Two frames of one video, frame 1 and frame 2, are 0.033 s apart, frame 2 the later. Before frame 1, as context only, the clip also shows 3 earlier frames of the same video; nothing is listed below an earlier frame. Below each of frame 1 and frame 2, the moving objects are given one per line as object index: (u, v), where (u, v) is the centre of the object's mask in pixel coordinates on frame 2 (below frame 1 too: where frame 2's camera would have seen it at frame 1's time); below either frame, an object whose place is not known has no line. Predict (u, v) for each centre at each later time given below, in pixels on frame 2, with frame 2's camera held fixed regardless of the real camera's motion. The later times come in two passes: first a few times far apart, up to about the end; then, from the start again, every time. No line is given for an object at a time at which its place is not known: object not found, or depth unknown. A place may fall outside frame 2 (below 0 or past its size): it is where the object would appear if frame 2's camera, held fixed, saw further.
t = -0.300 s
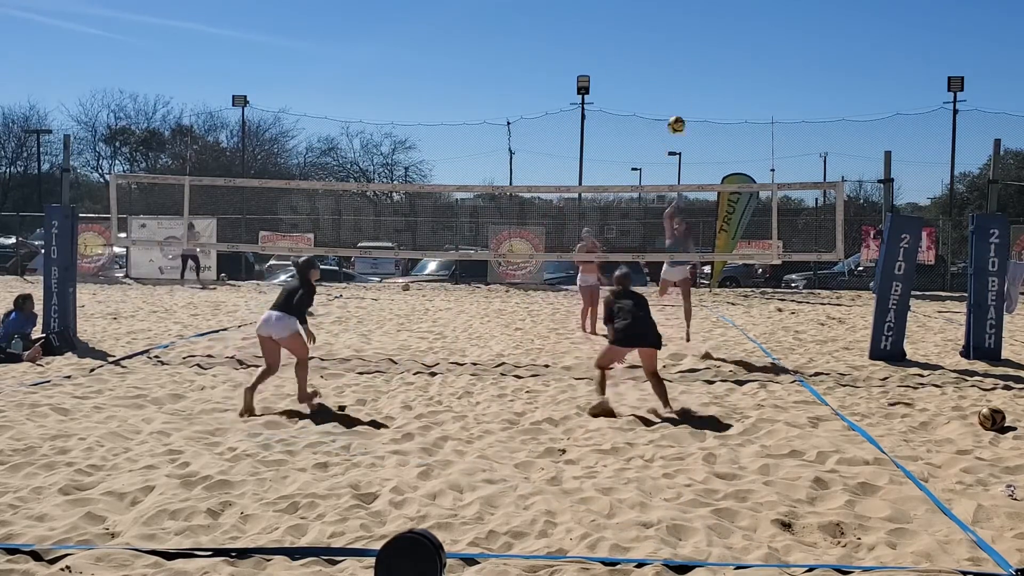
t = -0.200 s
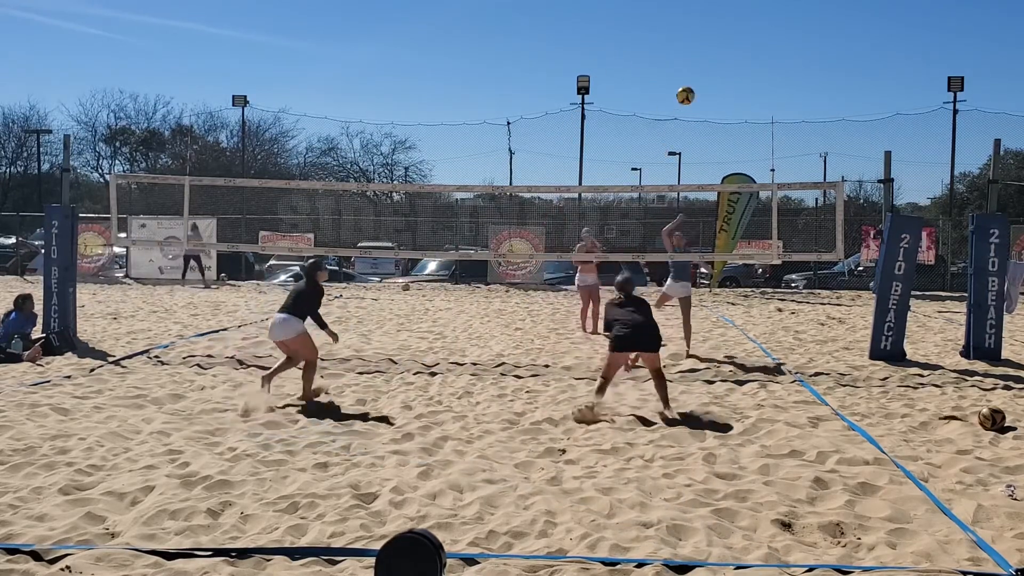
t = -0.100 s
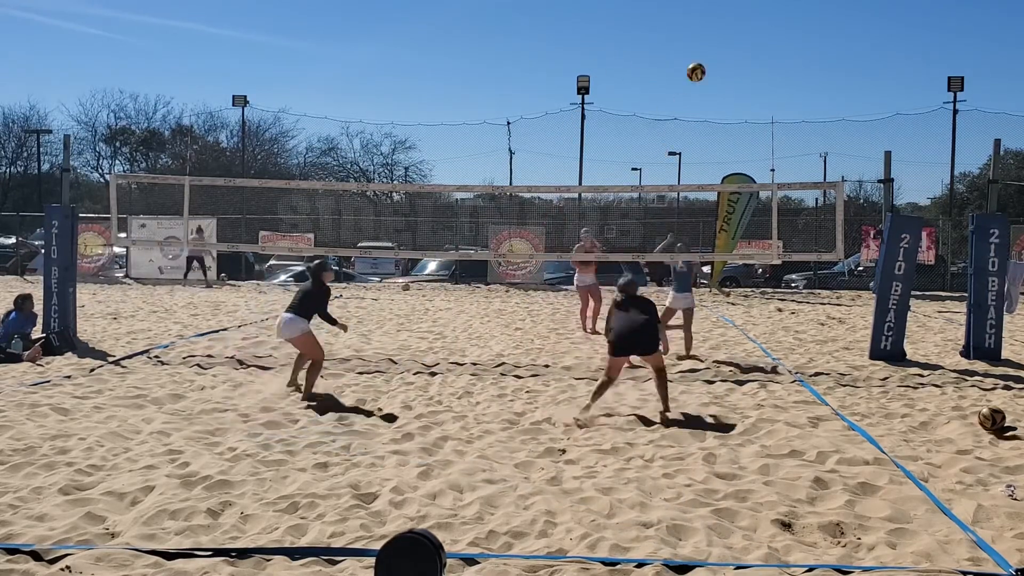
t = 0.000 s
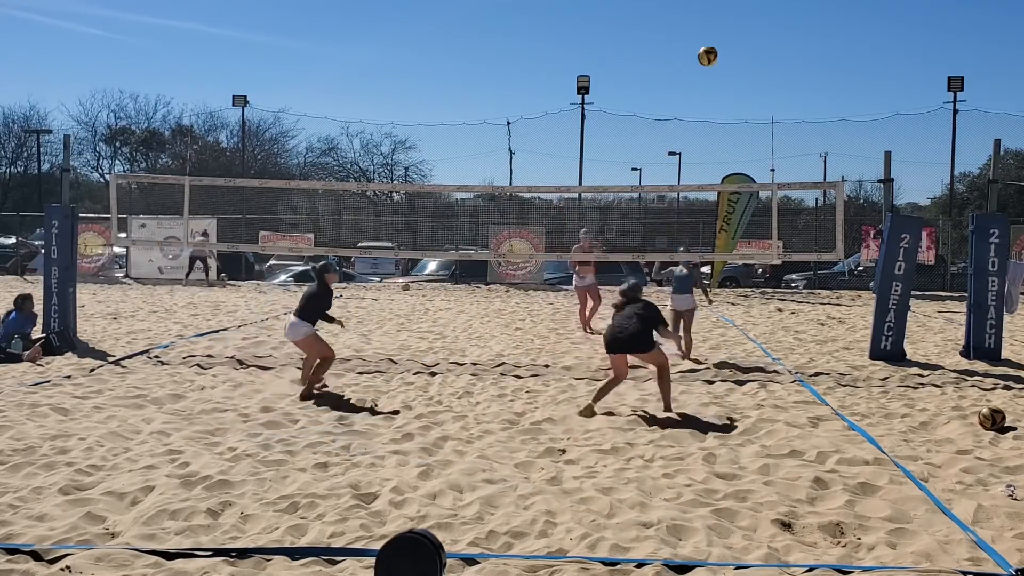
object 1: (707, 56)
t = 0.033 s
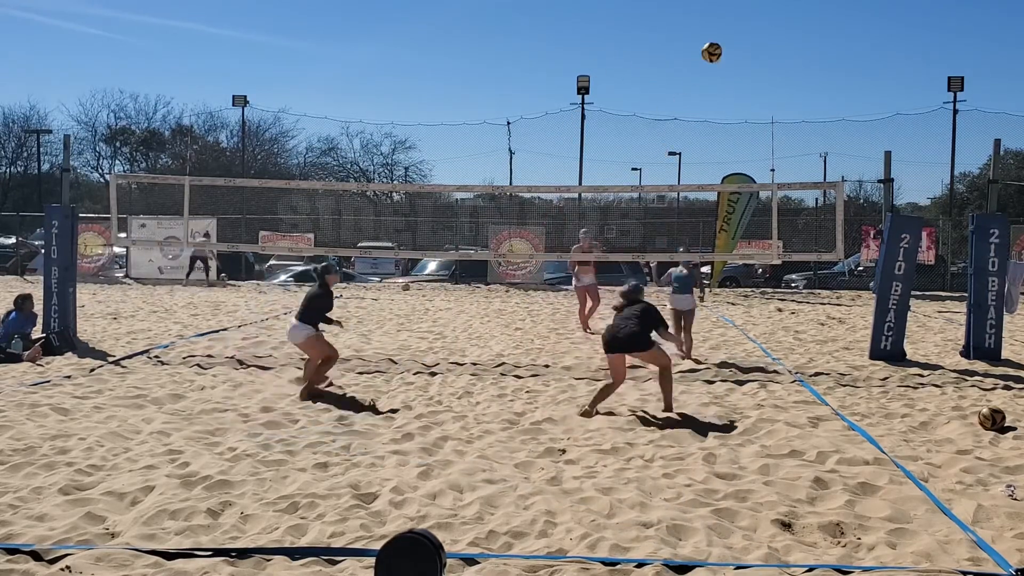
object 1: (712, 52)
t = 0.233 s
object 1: (740, 52)
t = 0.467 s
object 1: (784, 111)
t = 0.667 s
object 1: (831, 231)
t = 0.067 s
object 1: (716, 50)
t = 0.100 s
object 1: (720, 48)
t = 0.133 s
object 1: (725, 47)
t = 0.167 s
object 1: (730, 48)
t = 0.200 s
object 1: (735, 49)
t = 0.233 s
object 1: (740, 52)
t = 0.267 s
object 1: (745, 56)
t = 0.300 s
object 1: (751, 62)
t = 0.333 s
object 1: (757, 68)
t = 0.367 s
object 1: (763, 76)
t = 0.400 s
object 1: (770, 86)
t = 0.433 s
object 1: (777, 98)
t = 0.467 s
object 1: (784, 111)
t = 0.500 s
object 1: (791, 126)
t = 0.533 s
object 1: (799, 143)
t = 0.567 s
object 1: (807, 162)
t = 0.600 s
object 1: (814, 183)
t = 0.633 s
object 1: (823, 207)
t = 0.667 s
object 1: (831, 231)
